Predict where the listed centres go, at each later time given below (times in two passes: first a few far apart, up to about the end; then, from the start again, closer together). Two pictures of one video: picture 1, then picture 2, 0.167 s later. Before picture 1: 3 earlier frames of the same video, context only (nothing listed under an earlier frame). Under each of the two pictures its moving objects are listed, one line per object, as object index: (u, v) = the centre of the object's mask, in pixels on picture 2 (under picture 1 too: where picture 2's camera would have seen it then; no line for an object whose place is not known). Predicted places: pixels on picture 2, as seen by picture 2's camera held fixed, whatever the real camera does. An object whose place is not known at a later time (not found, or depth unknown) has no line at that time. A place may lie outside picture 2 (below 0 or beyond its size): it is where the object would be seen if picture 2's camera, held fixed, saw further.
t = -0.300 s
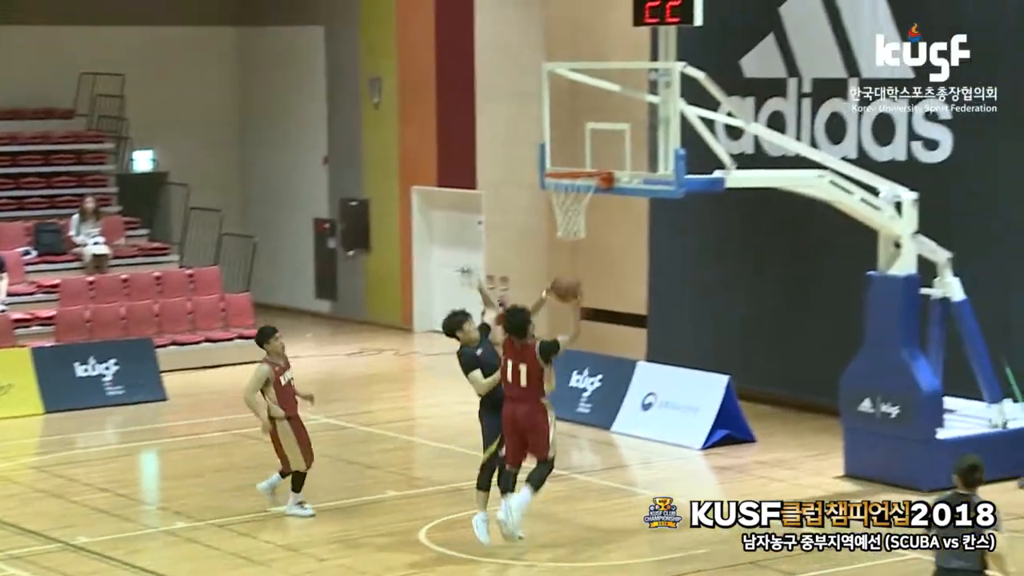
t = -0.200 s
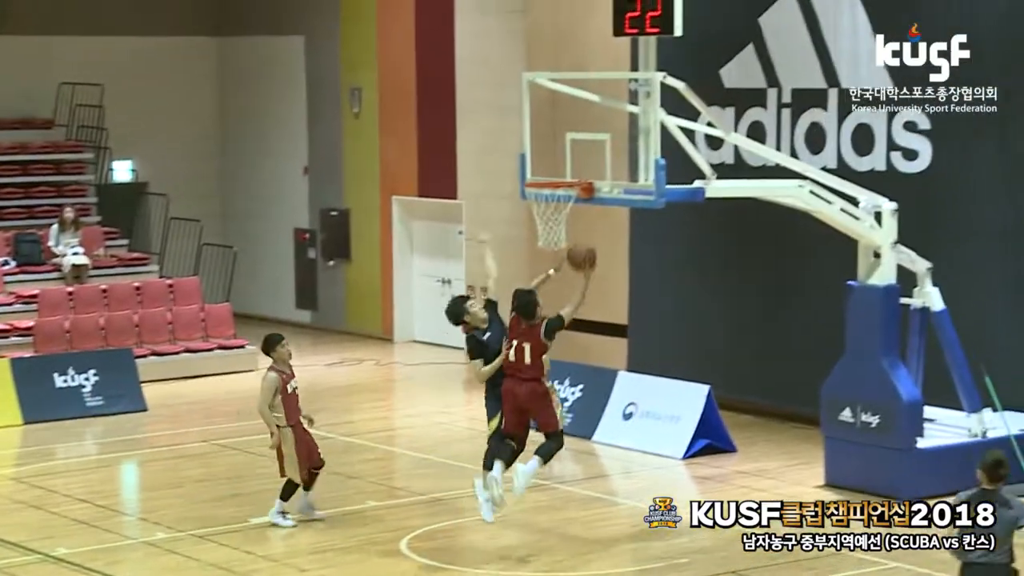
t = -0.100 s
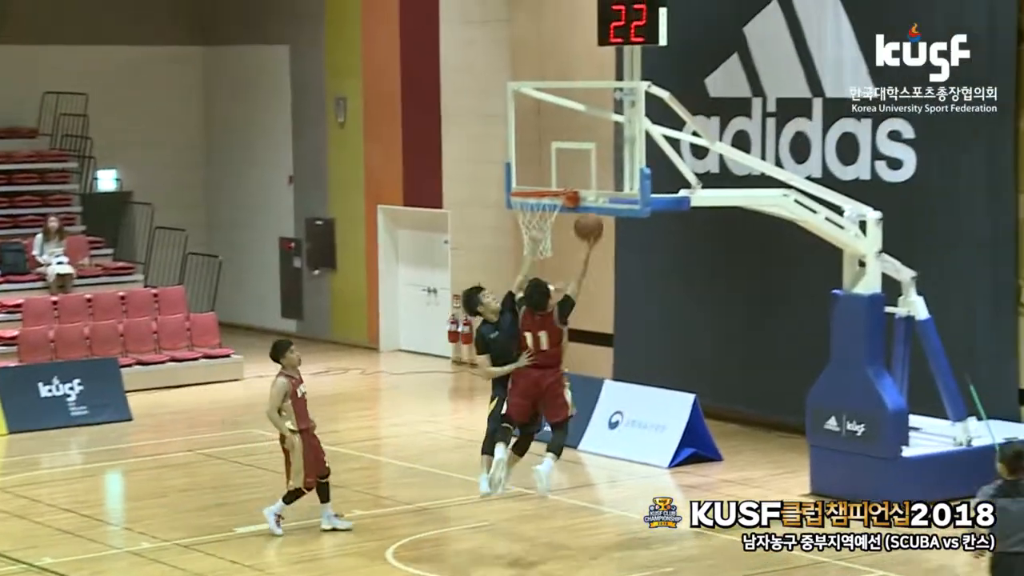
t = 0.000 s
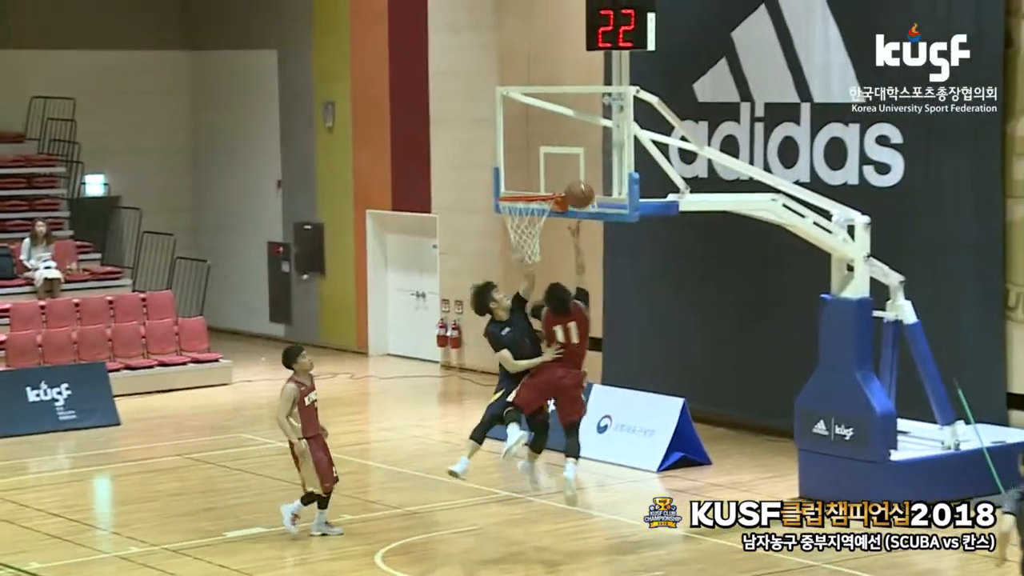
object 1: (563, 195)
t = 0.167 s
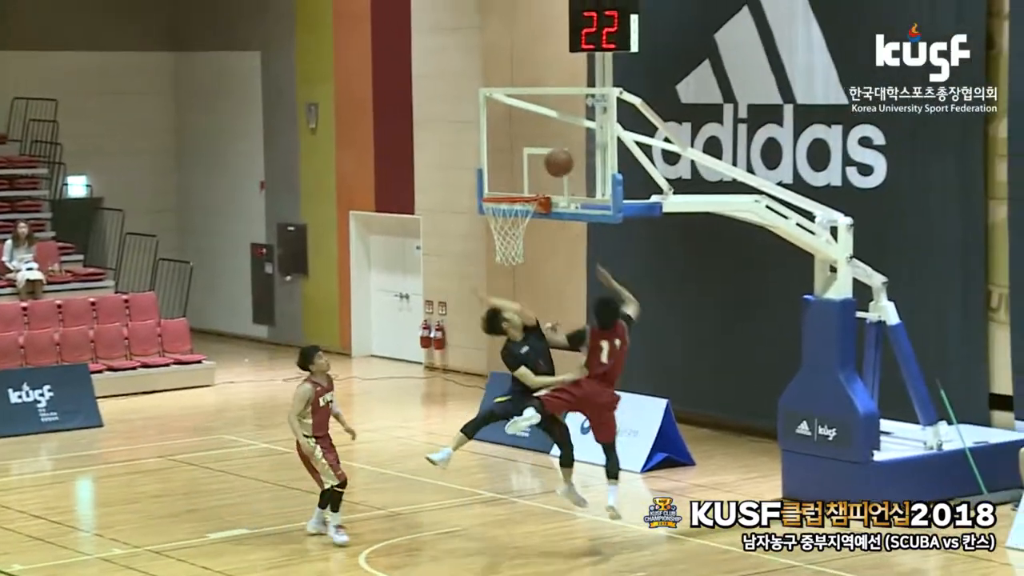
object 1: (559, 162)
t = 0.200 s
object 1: (553, 160)
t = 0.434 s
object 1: (516, 177)
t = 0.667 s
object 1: (487, 236)
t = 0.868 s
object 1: (484, 287)
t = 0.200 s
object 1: (553, 160)
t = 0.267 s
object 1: (542, 158)
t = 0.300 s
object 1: (537, 159)
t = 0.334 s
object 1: (532, 161)
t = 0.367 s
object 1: (527, 165)
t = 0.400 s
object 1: (522, 170)
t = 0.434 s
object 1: (516, 177)
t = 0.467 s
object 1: (511, 184)
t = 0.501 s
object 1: (506, 190)
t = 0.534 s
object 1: (500, 203)
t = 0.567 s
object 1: (496, 215)
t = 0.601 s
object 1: (491, 222)
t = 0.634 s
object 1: (488, 232)
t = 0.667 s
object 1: (487, 236)
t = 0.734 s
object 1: (486, 249)
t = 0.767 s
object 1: (485, 256)
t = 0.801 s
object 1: (485, 265)
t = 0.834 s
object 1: (485, 275)
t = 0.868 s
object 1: (484, 287)
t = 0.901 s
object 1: (483, 301)
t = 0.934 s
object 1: (482, 315)
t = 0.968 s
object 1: (482, 330)
